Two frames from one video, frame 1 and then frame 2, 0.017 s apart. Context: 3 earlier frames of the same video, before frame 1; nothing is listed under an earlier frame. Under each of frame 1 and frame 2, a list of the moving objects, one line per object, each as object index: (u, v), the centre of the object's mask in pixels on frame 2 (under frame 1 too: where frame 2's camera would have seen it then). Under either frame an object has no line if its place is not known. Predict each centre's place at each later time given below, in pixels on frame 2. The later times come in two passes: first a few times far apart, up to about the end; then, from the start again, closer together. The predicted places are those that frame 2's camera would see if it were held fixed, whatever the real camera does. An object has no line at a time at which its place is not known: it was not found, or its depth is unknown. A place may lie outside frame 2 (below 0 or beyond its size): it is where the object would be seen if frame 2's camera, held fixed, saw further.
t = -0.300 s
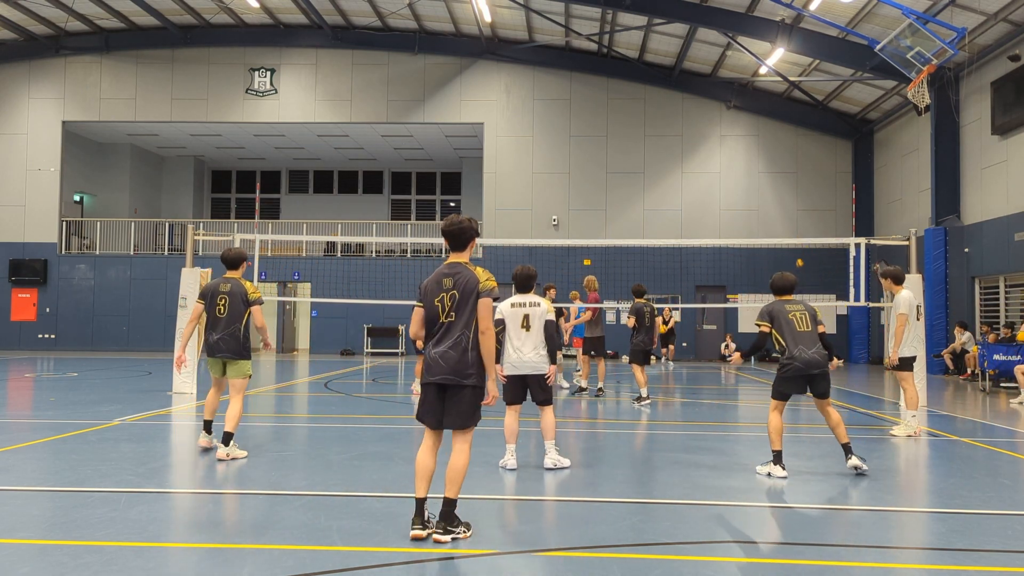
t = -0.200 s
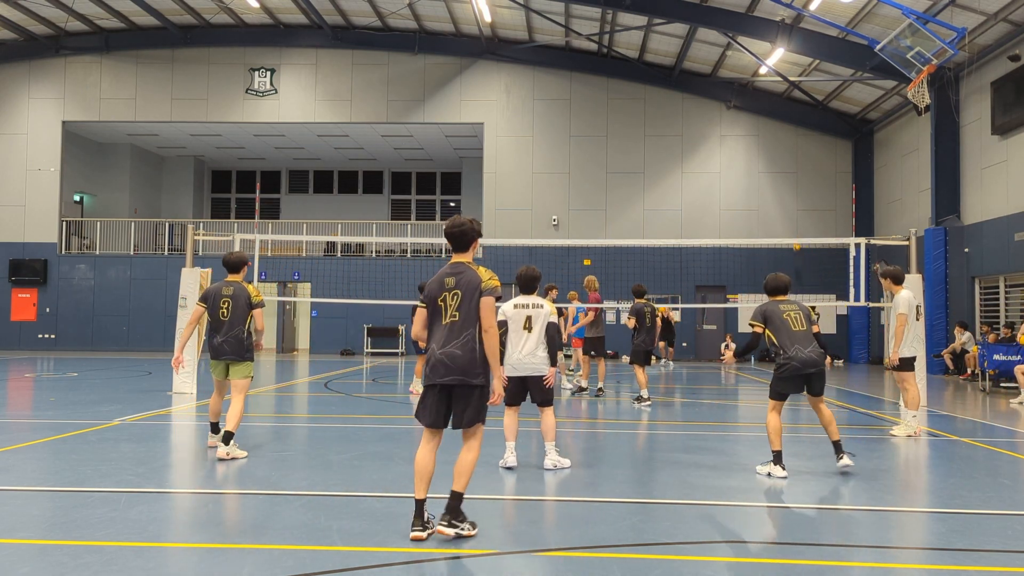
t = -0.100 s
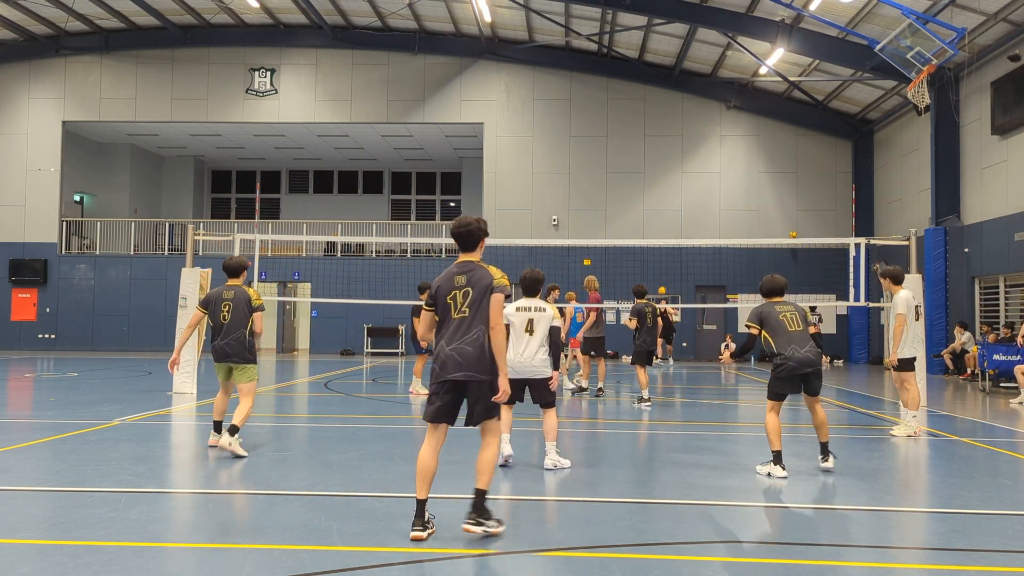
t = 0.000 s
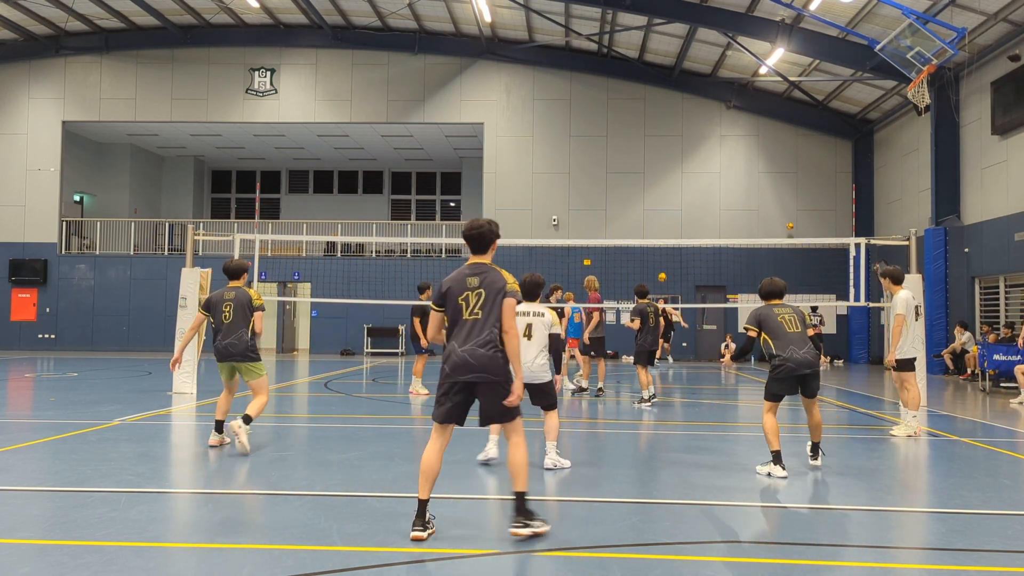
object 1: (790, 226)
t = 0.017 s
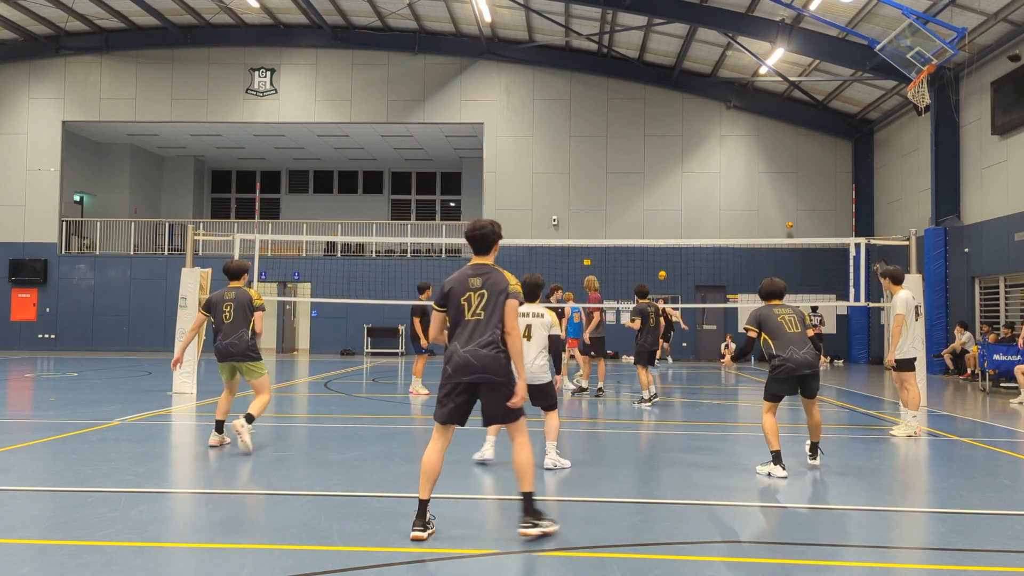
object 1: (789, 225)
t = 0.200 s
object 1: (785, 218)
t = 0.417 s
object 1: (784, 221)
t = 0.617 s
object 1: (785, 236)
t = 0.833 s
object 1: (785, 268)
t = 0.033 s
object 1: (789, 224)
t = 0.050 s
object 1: (788, 223)
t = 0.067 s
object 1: (788, 222)
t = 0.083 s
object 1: (787, 222)
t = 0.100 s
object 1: (787, 221)
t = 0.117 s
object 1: (786, 220)
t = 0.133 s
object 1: (786, 220)
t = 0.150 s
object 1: (785, 220)
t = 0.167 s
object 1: (785, 219)
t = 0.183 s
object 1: (785, 219)
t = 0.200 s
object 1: (785, 218)
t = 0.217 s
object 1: (785, 218)
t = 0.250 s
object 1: (785, 218)
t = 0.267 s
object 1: (785, 218)
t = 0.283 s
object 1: (785, 218)
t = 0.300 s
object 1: (785, 218)
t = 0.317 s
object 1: (785, 218)
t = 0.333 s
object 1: (785, 219)
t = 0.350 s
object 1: (785, 219)
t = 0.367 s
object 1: (785, 219)
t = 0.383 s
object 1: (785, 220)
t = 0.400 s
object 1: (785, 220)
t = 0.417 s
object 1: (784, 221)
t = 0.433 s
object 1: (784, 222)
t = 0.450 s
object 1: (785, 223)
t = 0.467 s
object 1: (785, 224)
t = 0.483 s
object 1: (785, 225)
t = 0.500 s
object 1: (785, 226)
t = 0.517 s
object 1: (785, 227)
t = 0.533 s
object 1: (785, 229)
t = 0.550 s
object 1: (785, 230)
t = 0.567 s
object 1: (785, 232)
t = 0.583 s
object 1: (785, 233)
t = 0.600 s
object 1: (785, 235)
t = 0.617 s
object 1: (785, 236)
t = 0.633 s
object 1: (785, 237)
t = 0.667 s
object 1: (785, 245)
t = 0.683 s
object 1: (785, 246)
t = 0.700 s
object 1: (785, 247)
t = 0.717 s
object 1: (785, 250)
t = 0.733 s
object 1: (785, 252)
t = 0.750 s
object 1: (785, 254)
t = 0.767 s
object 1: (785, 257)
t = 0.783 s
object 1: (785, 260)
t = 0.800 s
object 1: (785, 263)
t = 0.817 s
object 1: (785, 266)
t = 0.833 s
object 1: (785, 268)
